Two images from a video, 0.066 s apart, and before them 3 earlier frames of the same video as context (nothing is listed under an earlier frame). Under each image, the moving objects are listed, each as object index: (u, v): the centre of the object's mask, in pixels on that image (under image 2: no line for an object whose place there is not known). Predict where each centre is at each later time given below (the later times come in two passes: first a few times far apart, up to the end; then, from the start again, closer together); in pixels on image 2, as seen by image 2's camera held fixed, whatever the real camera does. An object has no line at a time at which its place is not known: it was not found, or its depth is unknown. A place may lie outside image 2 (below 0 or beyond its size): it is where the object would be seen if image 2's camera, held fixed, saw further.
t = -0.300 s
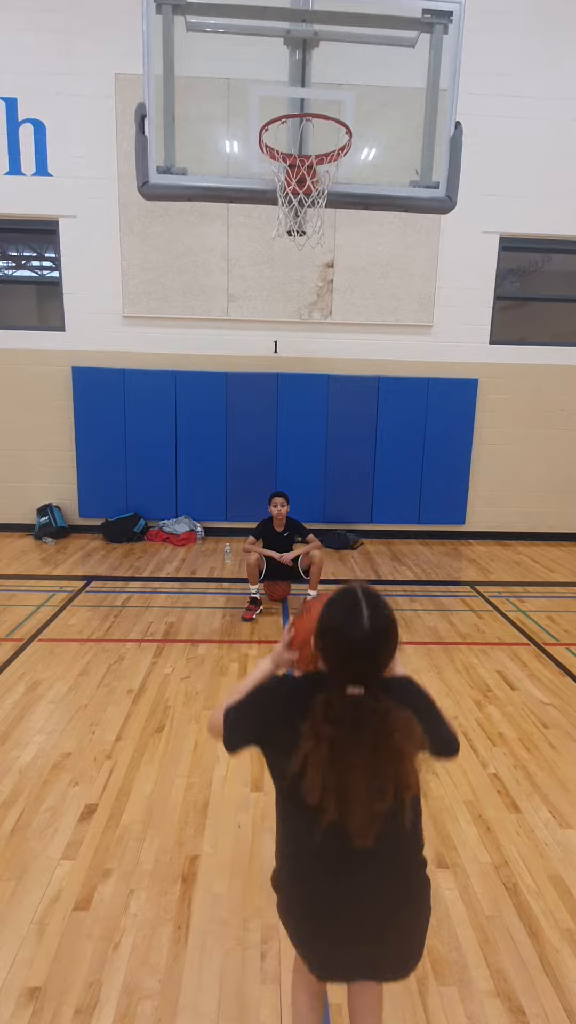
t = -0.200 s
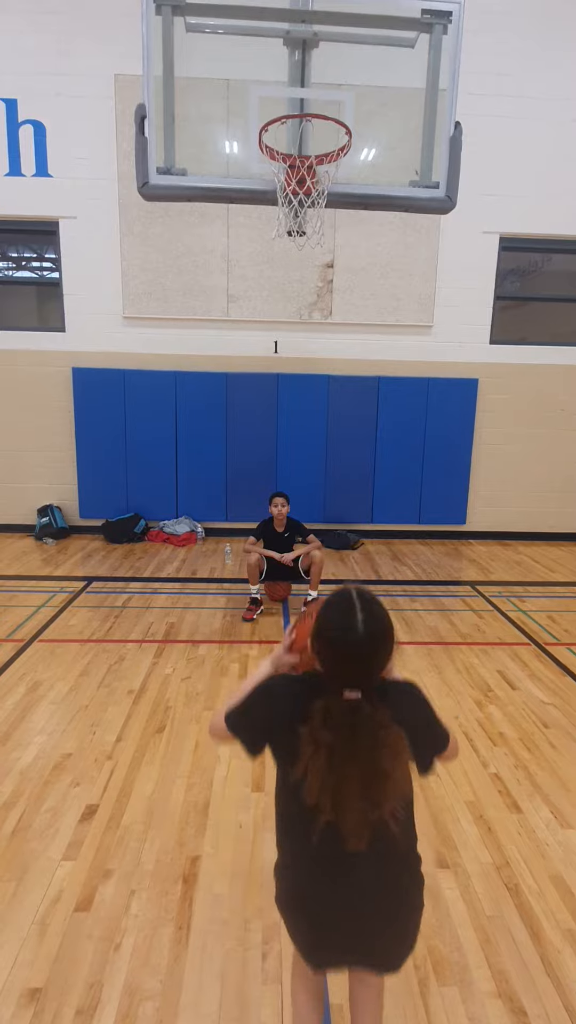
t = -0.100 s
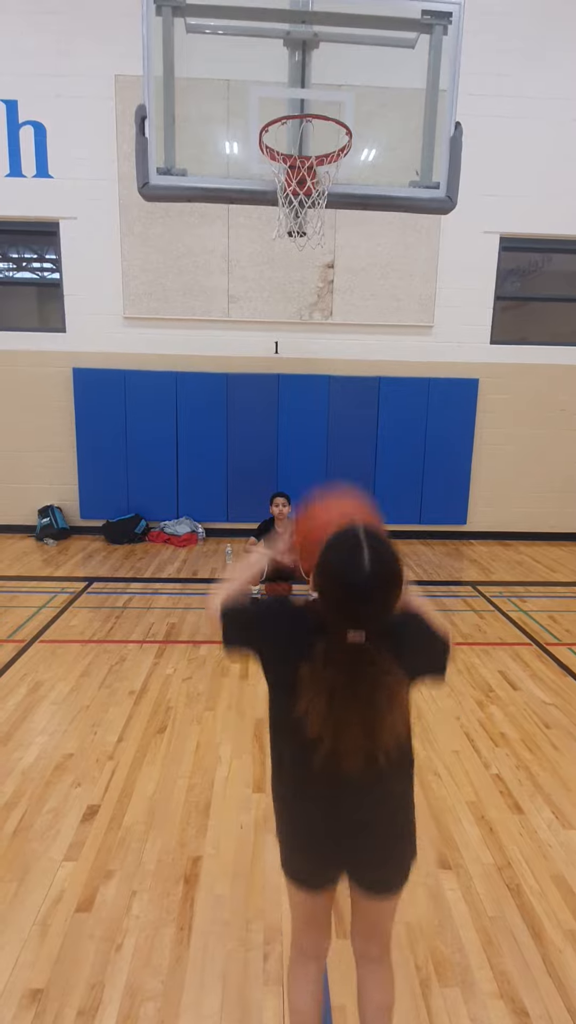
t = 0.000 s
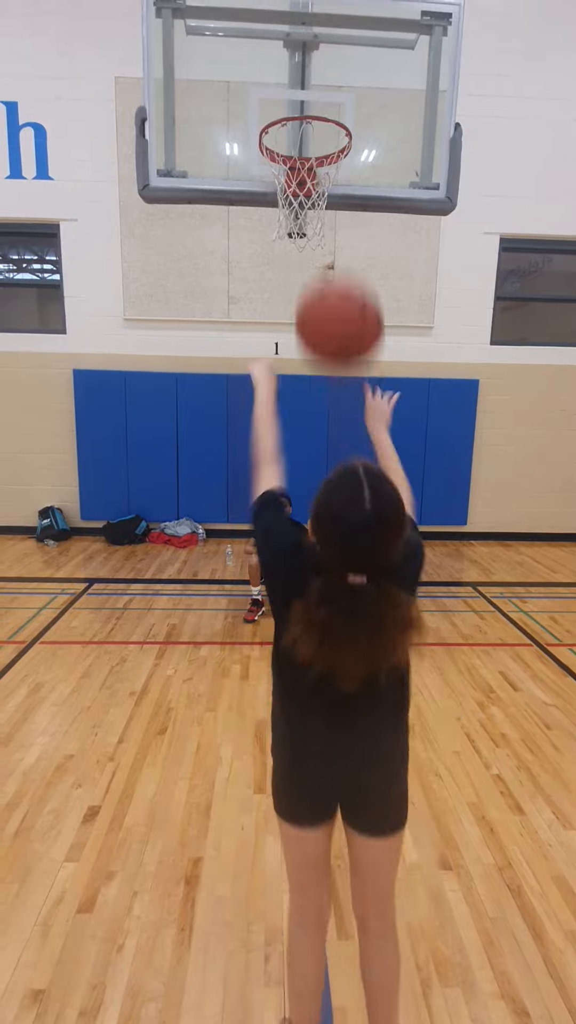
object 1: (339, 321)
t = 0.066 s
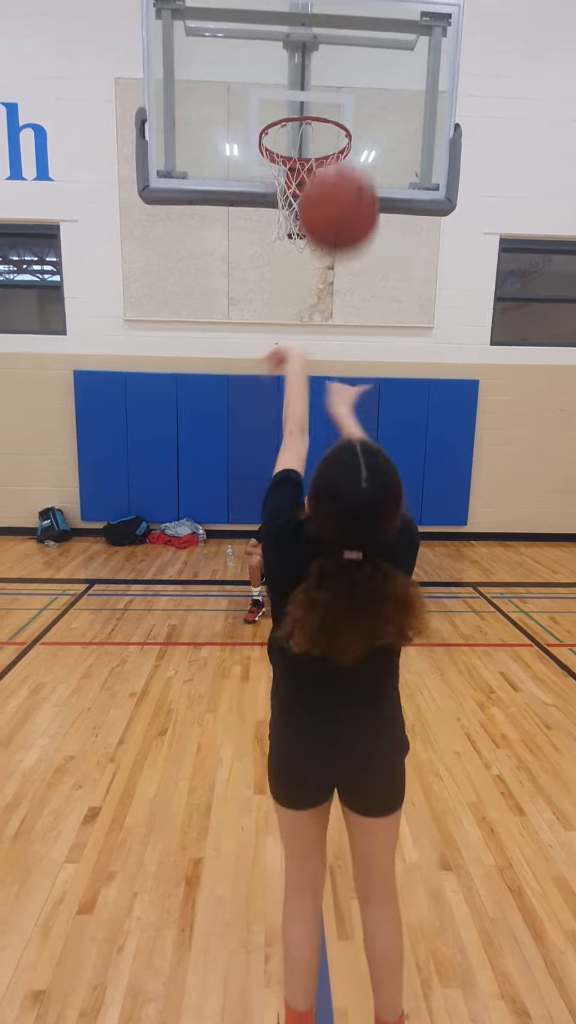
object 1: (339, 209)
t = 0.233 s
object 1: (334, 59)
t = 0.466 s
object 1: (327, 44)
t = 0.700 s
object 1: (323, 120)
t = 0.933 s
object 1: (295, 155)
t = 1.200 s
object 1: (267, 271)
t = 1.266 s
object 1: (264, 310)
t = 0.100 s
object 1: (338, 166)
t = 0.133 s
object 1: (337, 128)
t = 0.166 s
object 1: (336, 100)
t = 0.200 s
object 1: (335, 76)
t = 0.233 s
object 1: (334, 59)
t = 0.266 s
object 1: (333, 46)
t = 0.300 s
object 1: (332, 37)
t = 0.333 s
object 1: (331, 33)
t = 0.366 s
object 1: (330, 32)
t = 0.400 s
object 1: (329, 33)
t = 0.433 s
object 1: (328, 38)
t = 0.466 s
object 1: (327, 44)
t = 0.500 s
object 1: (326, 53)
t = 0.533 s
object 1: (325, 64)
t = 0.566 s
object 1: (324, 76)
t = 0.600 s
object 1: (323, 90)
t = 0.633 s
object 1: (322, 105)
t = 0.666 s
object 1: (322, 120)
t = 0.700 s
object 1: (323, 120)
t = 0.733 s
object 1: (325, 121)
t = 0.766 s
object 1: (326, 124)
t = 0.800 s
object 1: (328, 130)
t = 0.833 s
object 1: (321, 134)
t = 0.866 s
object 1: (312, 138)
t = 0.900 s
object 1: (303, 146)
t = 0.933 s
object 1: (295, 155)
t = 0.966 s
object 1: (290, 172)
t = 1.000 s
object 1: (286, 185)
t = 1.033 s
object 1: (276, 199)
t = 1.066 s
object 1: (275, 210)
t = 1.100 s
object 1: (272, 224)
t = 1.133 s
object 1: (270, 239)
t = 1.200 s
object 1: (267, 271)
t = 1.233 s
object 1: (265, 289)
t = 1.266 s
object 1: (264, 310)
